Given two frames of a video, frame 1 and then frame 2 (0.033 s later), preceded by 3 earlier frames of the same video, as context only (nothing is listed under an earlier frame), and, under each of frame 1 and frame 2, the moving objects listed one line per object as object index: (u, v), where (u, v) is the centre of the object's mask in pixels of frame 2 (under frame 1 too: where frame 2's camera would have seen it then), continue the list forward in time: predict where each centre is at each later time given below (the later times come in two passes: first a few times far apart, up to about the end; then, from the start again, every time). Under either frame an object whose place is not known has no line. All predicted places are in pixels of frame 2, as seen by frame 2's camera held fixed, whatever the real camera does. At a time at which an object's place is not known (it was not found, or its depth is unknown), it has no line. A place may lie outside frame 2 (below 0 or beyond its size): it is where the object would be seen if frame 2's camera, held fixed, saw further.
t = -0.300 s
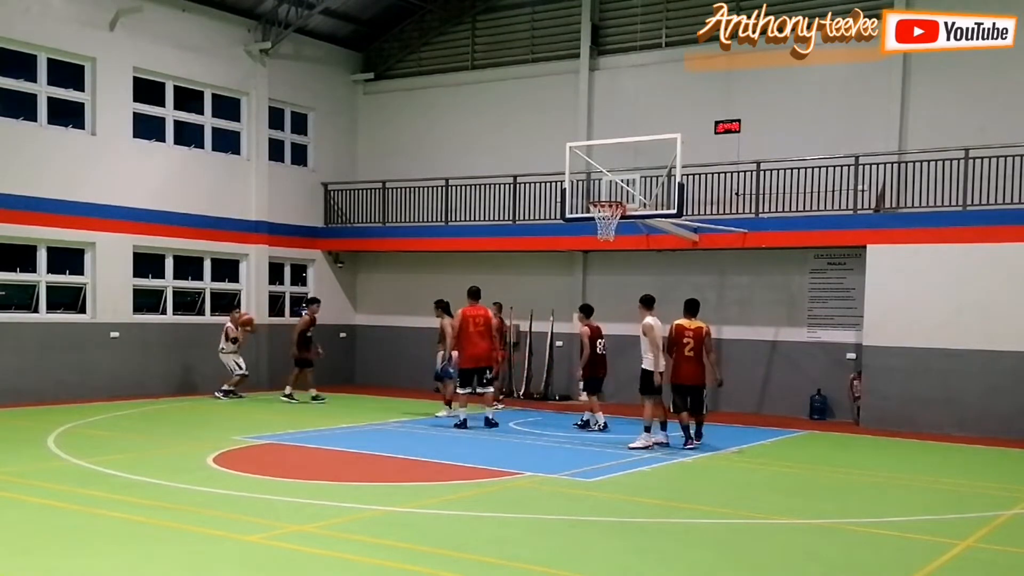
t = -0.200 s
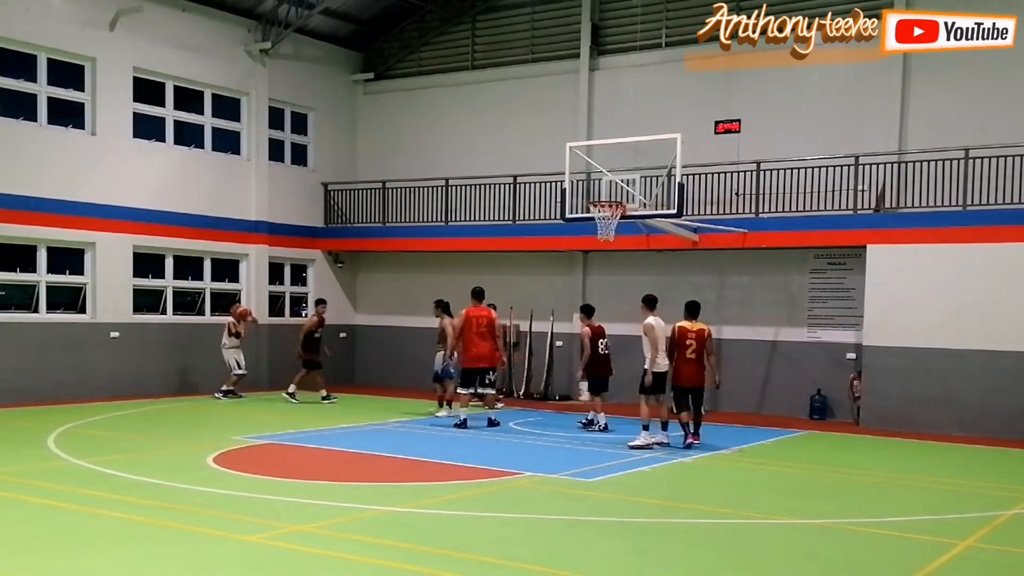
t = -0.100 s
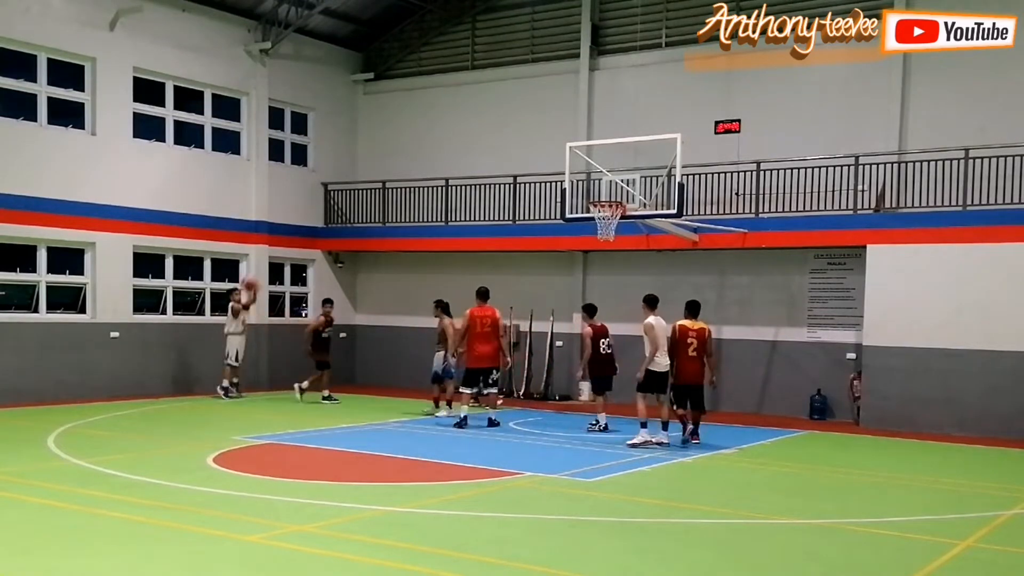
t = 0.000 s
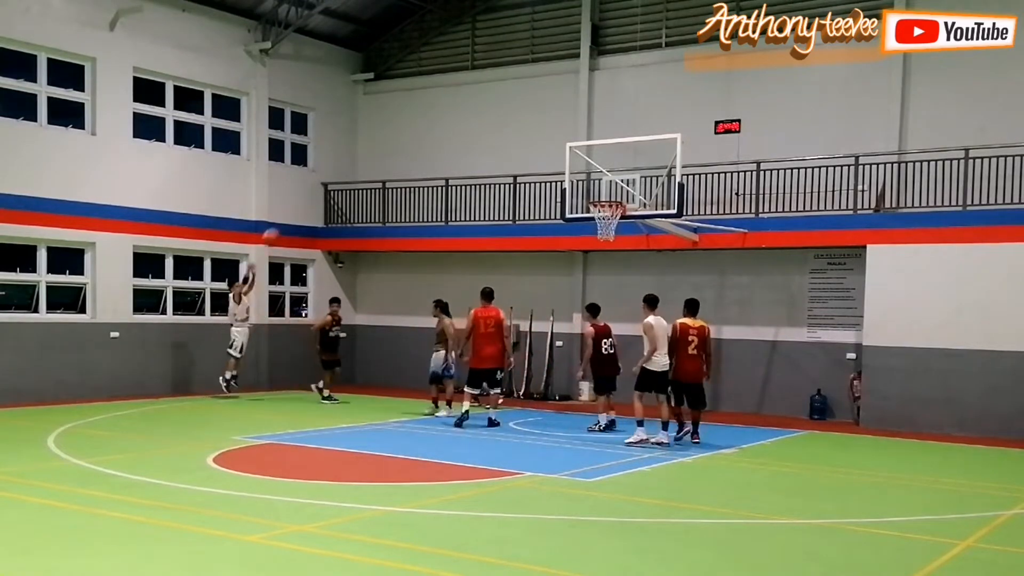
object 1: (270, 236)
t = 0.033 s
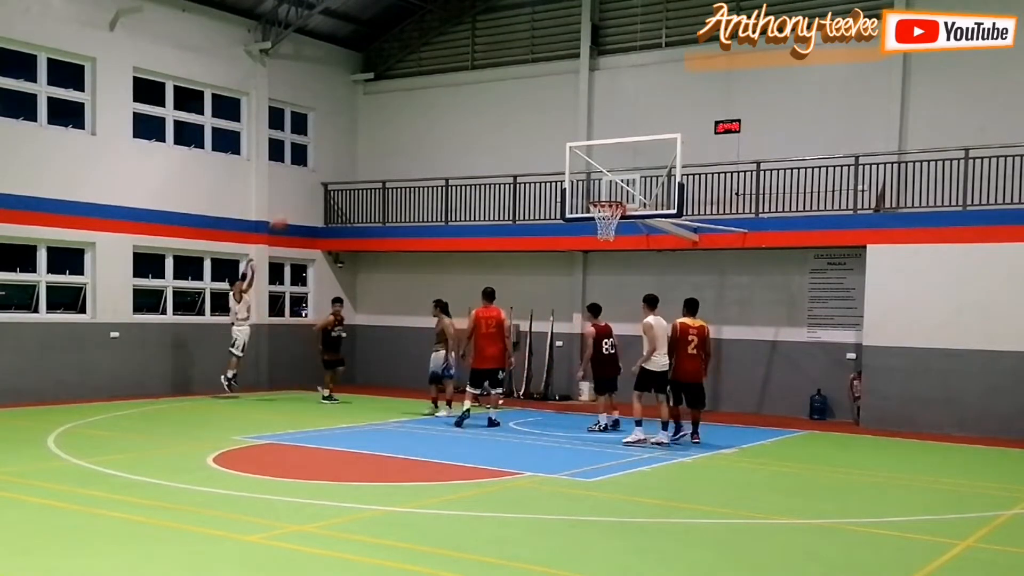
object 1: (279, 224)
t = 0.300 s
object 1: (344, 131)
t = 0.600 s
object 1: (422, 78)
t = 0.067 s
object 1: (287, 211)
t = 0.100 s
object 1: (295, 198)
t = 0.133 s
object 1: (302, 185)
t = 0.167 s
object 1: (311, 172)
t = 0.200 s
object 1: (319, 161)
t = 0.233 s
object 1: (328, 150)
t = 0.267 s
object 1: (334, 140)
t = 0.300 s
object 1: (344, 131)
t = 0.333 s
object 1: (352, 122)
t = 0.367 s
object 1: (361, 114)
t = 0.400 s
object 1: (369, 106)
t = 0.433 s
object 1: (378, 100)
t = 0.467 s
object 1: (385, 94)
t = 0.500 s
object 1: (394, 89)
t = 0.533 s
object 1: (404, 85)
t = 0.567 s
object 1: (413, 81)
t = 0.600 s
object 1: (422, 78)
